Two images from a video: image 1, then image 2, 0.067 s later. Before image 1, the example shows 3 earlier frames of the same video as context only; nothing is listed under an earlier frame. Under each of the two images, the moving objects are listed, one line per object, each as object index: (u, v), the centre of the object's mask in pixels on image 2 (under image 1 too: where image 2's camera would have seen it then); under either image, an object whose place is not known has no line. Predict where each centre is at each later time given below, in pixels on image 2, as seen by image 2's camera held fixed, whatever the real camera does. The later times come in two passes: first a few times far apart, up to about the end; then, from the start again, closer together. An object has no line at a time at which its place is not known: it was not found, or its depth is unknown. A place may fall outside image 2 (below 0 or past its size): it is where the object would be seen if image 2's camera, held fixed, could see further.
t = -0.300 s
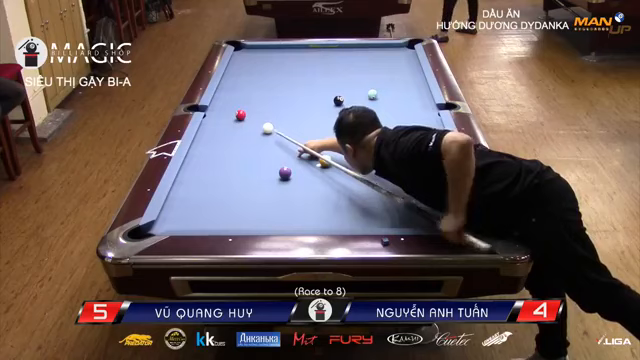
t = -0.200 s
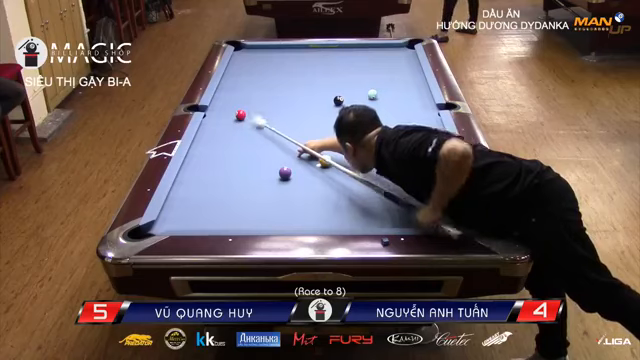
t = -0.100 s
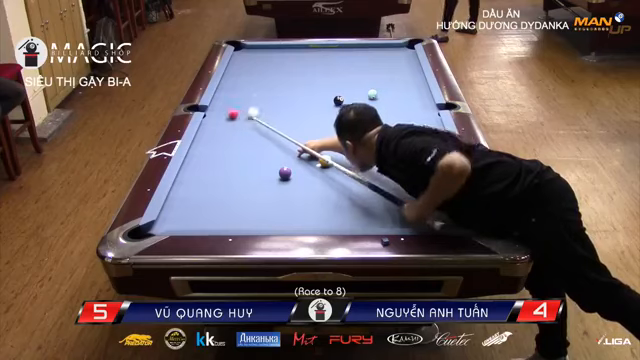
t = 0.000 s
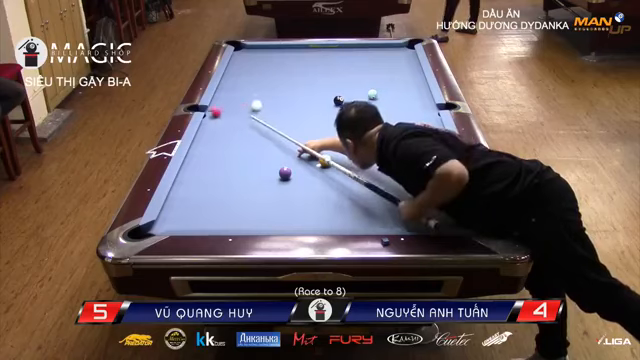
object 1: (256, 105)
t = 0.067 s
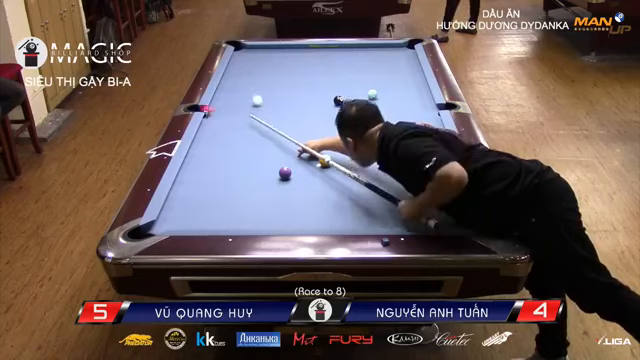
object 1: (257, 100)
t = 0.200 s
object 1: (258, 91)
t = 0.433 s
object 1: (261, 77)
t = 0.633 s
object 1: (262, 66)
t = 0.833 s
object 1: (264, 56)
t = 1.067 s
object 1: (266, 47)
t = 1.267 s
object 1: (262, 51)
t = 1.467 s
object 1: (257, 56)
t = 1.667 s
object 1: (253, 61)
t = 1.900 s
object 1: (248, 67)
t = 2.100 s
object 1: (245, 72)
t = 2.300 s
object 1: (241, 77)
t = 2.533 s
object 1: (236, 82)
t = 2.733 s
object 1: (232, 87)
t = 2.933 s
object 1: (228, 92)
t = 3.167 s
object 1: (223, 98)
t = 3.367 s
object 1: (219, 103)
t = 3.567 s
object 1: (215, 108)
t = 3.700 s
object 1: (211, 111)
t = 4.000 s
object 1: (208, 119)
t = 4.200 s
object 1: (207, 123)
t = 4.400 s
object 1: (206, 127)
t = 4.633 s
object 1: (205, 132)
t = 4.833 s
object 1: (204, 136)
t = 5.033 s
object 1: (203, 140)
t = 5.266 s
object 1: (203, 144)
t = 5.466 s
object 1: (202, 147)
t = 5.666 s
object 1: (201, 151)
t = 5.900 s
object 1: (201, 154)
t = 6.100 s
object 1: (200, 157)
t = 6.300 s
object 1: (200, 159)
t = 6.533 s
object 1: (200, 162)
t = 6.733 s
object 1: (199, 164)
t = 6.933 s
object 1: (198, 166)
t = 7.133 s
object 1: (197, 167)
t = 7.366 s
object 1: (197, 168)
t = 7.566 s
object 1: (197, 169)
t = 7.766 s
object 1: (196, 169)
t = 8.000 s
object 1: (196, 169)
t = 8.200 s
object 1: (196, 169)
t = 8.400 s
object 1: (196, 169)
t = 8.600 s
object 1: (196, 169)
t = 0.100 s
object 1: (258, 98)
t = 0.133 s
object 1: (258, 96)
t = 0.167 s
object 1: (258, 93)
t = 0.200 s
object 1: (258, 91)
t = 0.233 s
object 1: (259, 89)
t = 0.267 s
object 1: (259, 87)
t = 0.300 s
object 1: (259, 85)
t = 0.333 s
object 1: (260, 83)
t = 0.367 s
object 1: (260, 81)
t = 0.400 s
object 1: (260, 79)
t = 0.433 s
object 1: (261, 77)
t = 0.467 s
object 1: (261, 75)
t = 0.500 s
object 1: (261, 73)
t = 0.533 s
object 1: (262, 71)
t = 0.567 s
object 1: (262, 69)
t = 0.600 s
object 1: (262, 68)
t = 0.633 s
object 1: (262, 66)
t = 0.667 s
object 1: (263, 64)
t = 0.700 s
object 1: (263, 62)
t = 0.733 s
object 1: (264, 61)
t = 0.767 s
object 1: (264, 59)
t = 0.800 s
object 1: (264, 57)
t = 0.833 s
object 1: (264, 56)
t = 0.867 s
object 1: (264, 54)
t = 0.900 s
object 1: (265, 53)
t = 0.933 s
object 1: (265, 51)
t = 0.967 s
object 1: (266, 50)
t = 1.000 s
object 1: (266, 48)
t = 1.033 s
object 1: (266, 47)
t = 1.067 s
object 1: (266, 47)
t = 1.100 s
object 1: (265, 47)
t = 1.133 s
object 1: (264, 48)
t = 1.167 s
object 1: (264, 49)
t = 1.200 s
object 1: (263, 50)
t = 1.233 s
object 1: (262, 50)
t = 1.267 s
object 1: (262, 51)
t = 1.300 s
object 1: (261, 52)
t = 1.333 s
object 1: (261, 52)
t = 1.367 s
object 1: (260, 52)
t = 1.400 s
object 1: (259, 55)
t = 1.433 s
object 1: (258, 56)
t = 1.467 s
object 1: (257, 56)
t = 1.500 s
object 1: (257, 57)
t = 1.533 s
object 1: (256, 57)
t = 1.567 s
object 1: (255, 58)
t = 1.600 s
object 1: (254, 59)
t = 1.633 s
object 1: (254, 60)
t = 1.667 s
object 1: (253, 61)
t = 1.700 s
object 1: (252, 62)
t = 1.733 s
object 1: (252, 62)
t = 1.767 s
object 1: (251, 63)
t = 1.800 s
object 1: (251, 64)
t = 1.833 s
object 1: (250, 65)
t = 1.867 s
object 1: (249, 66)
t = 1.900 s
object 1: (248, 67)
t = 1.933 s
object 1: (248, 67)
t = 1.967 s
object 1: (247, 68)
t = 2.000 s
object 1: (247, 69)
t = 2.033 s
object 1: (246, 70)
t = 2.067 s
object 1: (245, 71)
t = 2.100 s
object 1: (245, 72)
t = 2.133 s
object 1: (244, 72)
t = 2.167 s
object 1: (243, 73)
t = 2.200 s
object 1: (243, 74)
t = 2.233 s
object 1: (242, 75)
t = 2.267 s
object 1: (241, 76)
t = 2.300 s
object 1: (241, 77)
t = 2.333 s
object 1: (240, 77)
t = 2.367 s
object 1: (239, 78)
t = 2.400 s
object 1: (239, 79)
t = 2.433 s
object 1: (238, 80)
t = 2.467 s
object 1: (237, 80)
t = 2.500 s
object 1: (237, 82)
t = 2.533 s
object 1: (236, 82)
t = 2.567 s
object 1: (235, 83)
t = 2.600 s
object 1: (234, 84)
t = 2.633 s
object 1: (234, 85)
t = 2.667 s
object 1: (233, 86)
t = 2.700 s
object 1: (232, 87)
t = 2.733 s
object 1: (232, 87)
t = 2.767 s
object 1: (231, 88)
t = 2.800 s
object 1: (230, 89)
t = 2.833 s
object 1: (230, 90)
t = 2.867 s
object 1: (229, 91)
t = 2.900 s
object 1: (228, 92)
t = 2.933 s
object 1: (228, 92)
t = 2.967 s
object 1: (227, 93)
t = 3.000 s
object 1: (226, 94)
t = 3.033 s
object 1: (226, 95)
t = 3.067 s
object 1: (225, 96)
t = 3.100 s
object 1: (225, 96)
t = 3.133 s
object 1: (224, 97)
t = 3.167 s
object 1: (223, 98)
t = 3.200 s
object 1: (222, 99)
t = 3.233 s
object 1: (222, 100)
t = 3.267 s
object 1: (221, 101)
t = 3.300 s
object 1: (220, 101)
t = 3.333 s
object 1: (220, 102)
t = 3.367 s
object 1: (219, 103)
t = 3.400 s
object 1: (218, 104)
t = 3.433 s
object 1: (218, 105)
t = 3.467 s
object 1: (217, 106)
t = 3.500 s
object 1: (216, 107)
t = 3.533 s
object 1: (215, 107)
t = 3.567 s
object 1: (215, 108)
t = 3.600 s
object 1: (214, 109)
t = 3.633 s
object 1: (214, 110)
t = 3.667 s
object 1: (213, 111)
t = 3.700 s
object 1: (211, 111)
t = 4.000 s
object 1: (208, 119)
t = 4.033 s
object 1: (208, 120)
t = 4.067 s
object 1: (208, 120)
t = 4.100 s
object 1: (208, 121)
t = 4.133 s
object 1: (207, 121)
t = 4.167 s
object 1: (207, 122)
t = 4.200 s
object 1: (207, 123)
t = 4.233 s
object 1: (207, 123)
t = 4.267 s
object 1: (206, 124)
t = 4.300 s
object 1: (206, 125)
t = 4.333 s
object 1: (206, 126)
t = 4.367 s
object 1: (206, 126)
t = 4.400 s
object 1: (206, 127)
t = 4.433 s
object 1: (206, 127)
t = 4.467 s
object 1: (206, 128)
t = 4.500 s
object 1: (206, 128)
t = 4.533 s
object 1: (205, 130)
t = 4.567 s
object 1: (205, 130)
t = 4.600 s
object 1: (206, 131)
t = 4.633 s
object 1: (205, 132)
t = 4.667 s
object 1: (205, 132)
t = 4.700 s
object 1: (205, 133)
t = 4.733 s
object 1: (205, 134)
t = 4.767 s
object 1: (205, 135)
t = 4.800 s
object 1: (205, 135)
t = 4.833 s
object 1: (204, 136)
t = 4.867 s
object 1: (204, 137)
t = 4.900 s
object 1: (204, 137)
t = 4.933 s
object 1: (204, 138)
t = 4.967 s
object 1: (204, 139)
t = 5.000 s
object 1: (204, 139)
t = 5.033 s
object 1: (203, 140)
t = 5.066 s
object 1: (203, 140)
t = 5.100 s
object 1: (203, 141)
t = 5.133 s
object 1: (203, 142)
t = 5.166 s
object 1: (203, 142)
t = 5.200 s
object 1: (203, 143)
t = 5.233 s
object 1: (203, 143)
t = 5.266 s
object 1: (203, 144)
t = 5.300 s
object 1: (203, 145)
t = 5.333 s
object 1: (202, 145)
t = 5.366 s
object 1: (202, 146)
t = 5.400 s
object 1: (202, 146)
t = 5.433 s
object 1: (202, 147)
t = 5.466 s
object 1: (202, 147)
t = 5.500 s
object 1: (202, 148)
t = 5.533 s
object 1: (202, 149)
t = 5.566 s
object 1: (202, 149)
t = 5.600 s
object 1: (201, 150)
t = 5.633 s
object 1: (201, 150)
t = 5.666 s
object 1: (201, 151)
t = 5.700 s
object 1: (201, 151)
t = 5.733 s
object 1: (201, 152)
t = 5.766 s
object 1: (201, 152)
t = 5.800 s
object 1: (201, 153)
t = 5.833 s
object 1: (201, 153)
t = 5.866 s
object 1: (201, 154)
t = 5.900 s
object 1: (201, 154)
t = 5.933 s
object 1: (201, 155)
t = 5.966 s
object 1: (201, 155)
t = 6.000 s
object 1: (201, 155)
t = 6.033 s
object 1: (201, 156)
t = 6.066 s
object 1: (201, 156)
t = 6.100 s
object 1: (200, 157)
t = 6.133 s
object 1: (200, 157)
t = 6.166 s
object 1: (200, 158)
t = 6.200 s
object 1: (200, 158)
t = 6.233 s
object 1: (200, 159)
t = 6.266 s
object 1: (200, 159)
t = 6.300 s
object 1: (200, 159)
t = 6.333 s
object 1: (200, 160)
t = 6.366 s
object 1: (200, 160)
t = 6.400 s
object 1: (200, 161)
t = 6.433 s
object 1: (200, 161)
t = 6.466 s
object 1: (200, 161)
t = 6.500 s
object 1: (200, 162)
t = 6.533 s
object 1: (200, 162)
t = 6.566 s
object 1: (199, 162)
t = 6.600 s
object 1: (200, 163)
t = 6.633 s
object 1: (199, 163)
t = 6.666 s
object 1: (199, 163)
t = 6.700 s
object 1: (199, 164)
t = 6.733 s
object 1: (199, 164)
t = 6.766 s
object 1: (199, 164)
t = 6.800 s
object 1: (199, 165)
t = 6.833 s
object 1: (199, 165)
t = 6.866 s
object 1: (199, 165)
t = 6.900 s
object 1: (198, 165)
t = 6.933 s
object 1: (198, 166)
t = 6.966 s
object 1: (198, 166)
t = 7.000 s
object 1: (198, 166)
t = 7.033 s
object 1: (198, 167)
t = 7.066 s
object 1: (198, 167)
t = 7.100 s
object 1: (197, 167)
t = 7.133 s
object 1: (197, 167)
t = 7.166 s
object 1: (197, 167)
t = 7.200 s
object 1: (197, 167)
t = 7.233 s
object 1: (197, 168)
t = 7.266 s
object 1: (197, 168)
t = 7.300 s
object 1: (197, 168)
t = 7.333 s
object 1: (197, 168)
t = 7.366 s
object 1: (197, 168)
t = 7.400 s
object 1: (197, 168)
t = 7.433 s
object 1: (197, 168)
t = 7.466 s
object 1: (197, 168)
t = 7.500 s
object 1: (197, 169)
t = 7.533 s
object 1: (197, 169)
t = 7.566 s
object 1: (197, 169)
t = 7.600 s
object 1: (197, 169)
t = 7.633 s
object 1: (196, 169)
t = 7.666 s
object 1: (196, 169)
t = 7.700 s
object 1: (196, 169)
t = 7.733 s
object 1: (196, 169)
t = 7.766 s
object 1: (196, 169)
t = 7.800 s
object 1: (196, 169)
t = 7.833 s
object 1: (196, 169)
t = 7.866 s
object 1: (196, 169)
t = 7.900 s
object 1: (196, 169)
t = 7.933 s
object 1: (196, 169)
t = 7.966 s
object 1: (196, 169)
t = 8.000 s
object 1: (196, 169)
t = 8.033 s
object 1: (196, 169)
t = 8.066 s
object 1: (196, 169)
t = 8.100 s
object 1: (196, 169)
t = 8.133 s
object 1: (196, 169)
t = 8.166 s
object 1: (196, 169)
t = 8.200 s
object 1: (196, 169)
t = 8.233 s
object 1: (196, 169)
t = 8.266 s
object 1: (196, 169)
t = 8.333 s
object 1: (196, 169)
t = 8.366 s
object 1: (196, 169)
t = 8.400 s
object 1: (196, 169)
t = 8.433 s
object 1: (196, 169)
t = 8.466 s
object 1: (196, 169)
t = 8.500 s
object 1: (196, 169)
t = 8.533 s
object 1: (196, 169)
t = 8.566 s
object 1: (196, 169)
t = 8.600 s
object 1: (196, 169)
